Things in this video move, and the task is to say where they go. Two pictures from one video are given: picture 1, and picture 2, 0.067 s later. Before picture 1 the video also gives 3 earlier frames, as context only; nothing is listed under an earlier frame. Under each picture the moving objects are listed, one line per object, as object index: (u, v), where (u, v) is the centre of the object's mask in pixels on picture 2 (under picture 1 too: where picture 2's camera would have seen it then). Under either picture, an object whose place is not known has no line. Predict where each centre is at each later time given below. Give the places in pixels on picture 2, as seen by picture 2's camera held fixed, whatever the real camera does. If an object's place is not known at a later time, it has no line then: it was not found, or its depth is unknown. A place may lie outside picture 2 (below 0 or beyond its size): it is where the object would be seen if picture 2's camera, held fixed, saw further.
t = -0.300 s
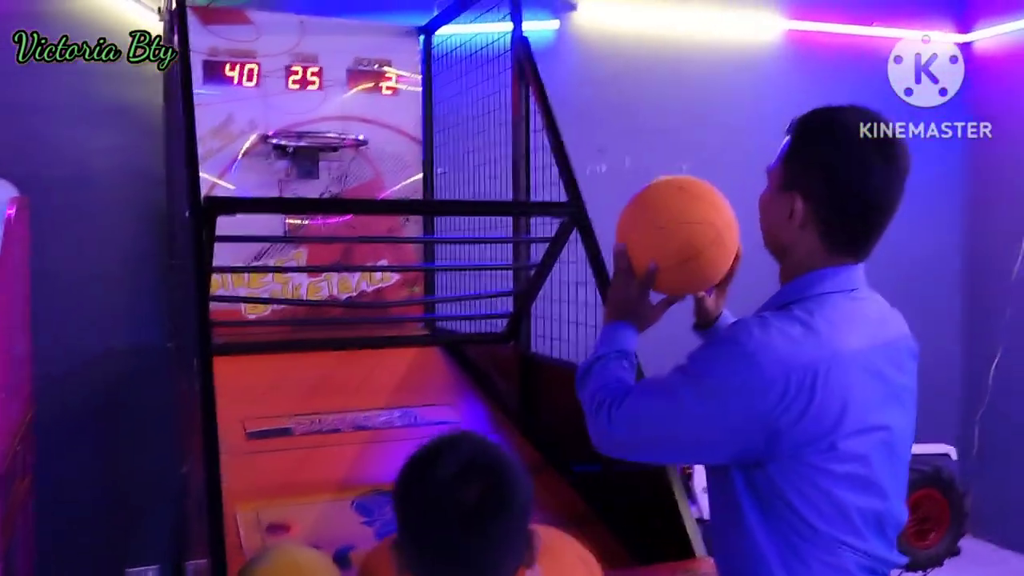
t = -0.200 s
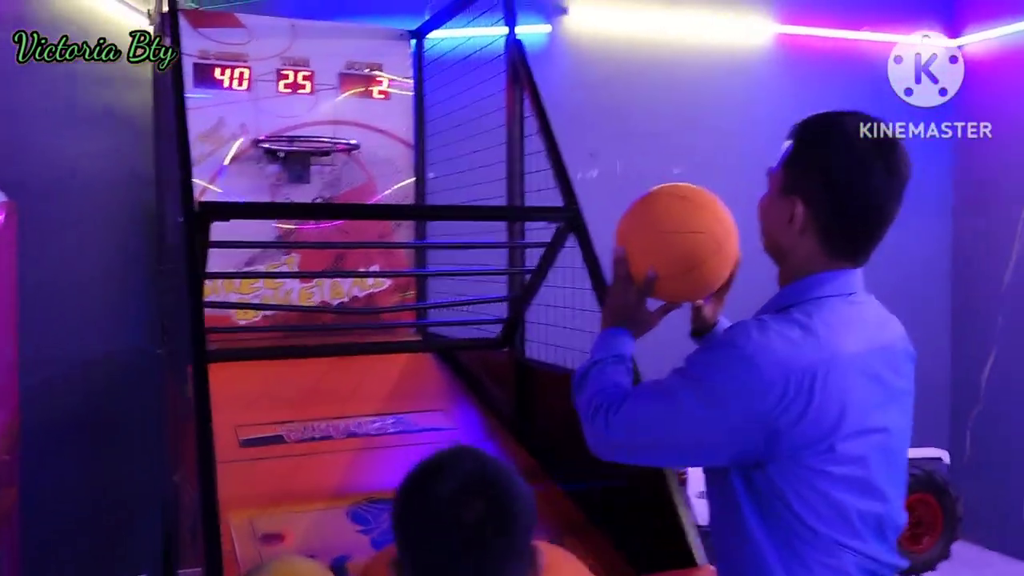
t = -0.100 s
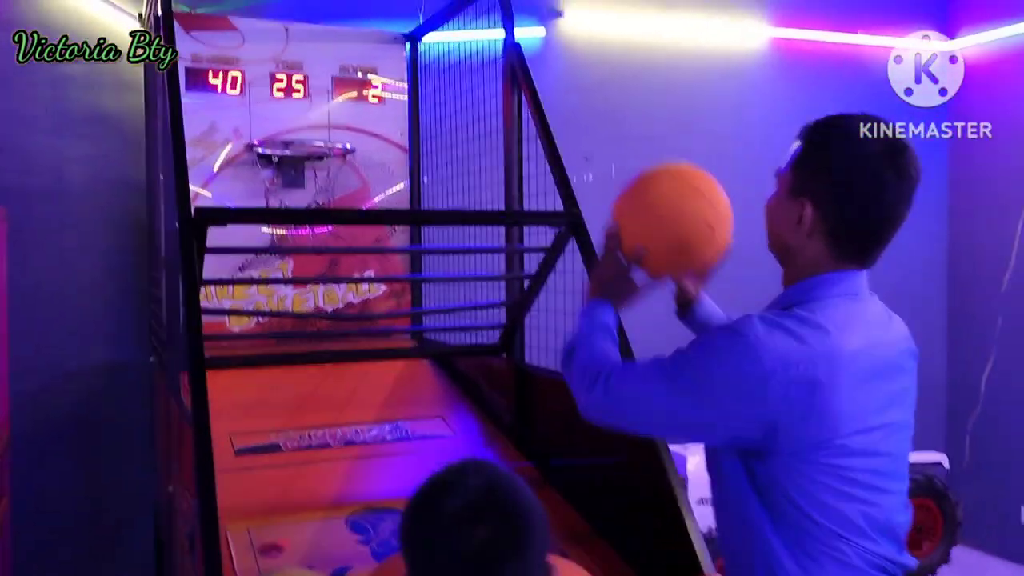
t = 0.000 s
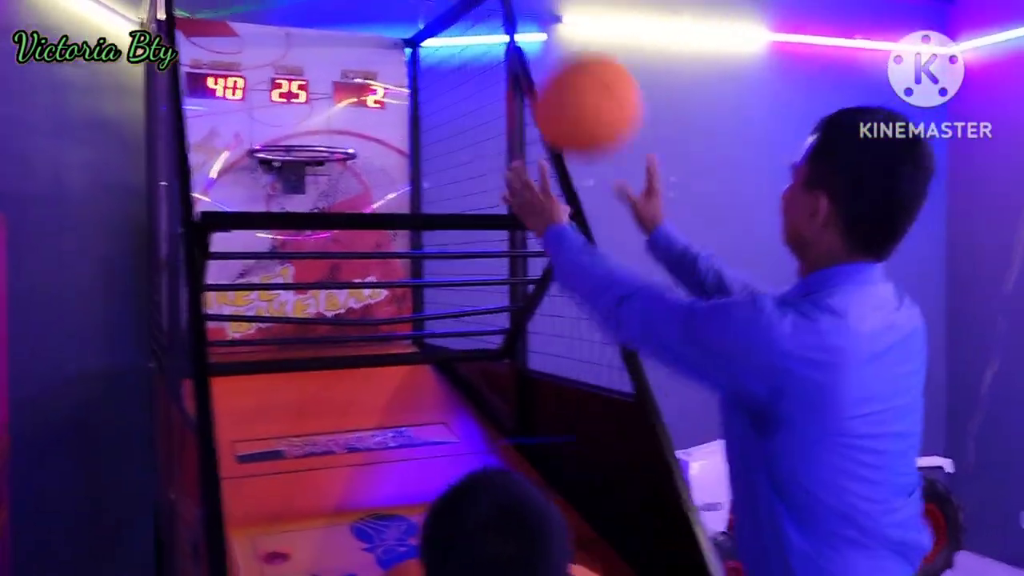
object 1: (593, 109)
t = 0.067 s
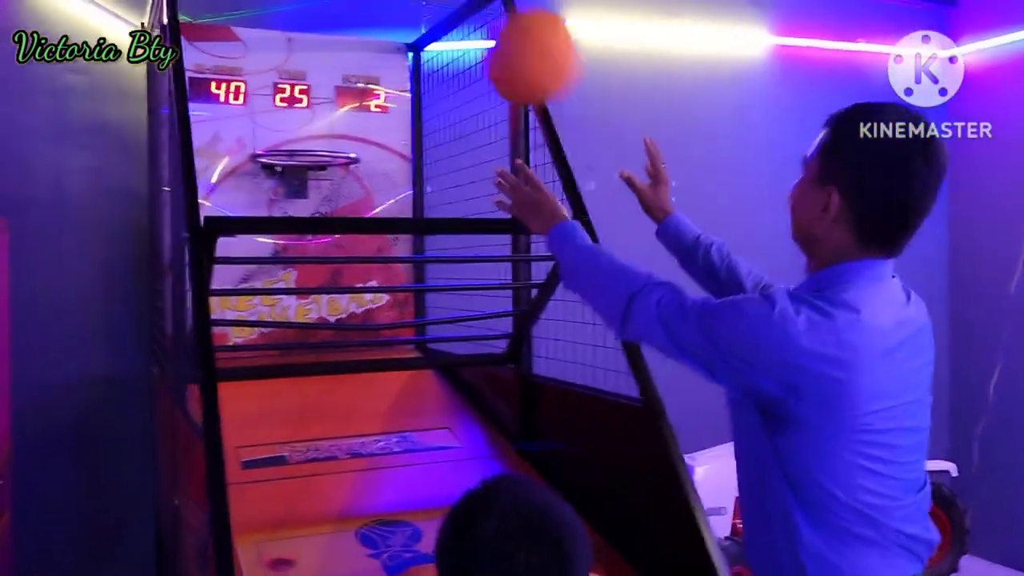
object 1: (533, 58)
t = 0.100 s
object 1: (506, 42)
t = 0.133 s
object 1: (481, 33)
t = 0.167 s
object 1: (456, 28)
